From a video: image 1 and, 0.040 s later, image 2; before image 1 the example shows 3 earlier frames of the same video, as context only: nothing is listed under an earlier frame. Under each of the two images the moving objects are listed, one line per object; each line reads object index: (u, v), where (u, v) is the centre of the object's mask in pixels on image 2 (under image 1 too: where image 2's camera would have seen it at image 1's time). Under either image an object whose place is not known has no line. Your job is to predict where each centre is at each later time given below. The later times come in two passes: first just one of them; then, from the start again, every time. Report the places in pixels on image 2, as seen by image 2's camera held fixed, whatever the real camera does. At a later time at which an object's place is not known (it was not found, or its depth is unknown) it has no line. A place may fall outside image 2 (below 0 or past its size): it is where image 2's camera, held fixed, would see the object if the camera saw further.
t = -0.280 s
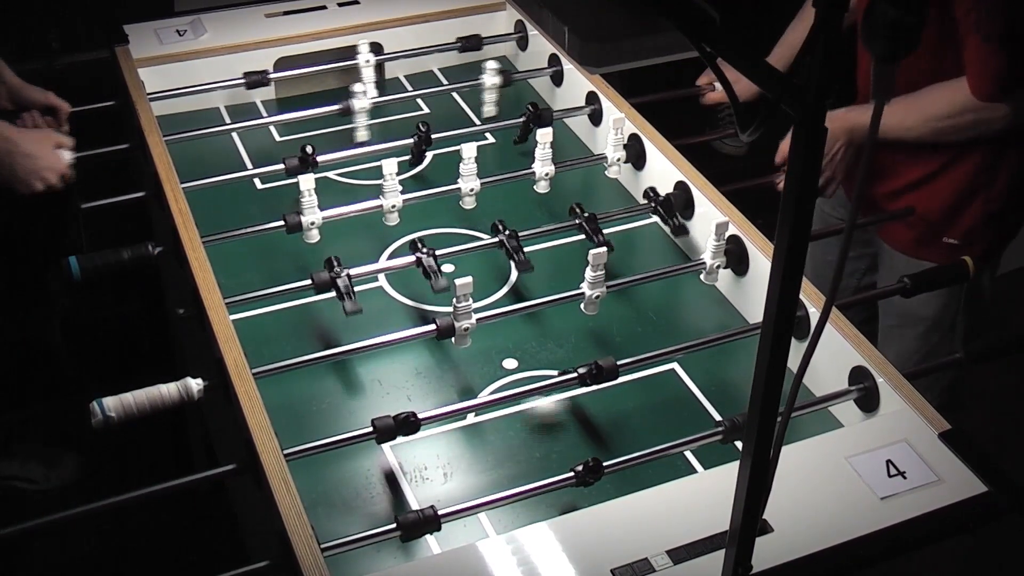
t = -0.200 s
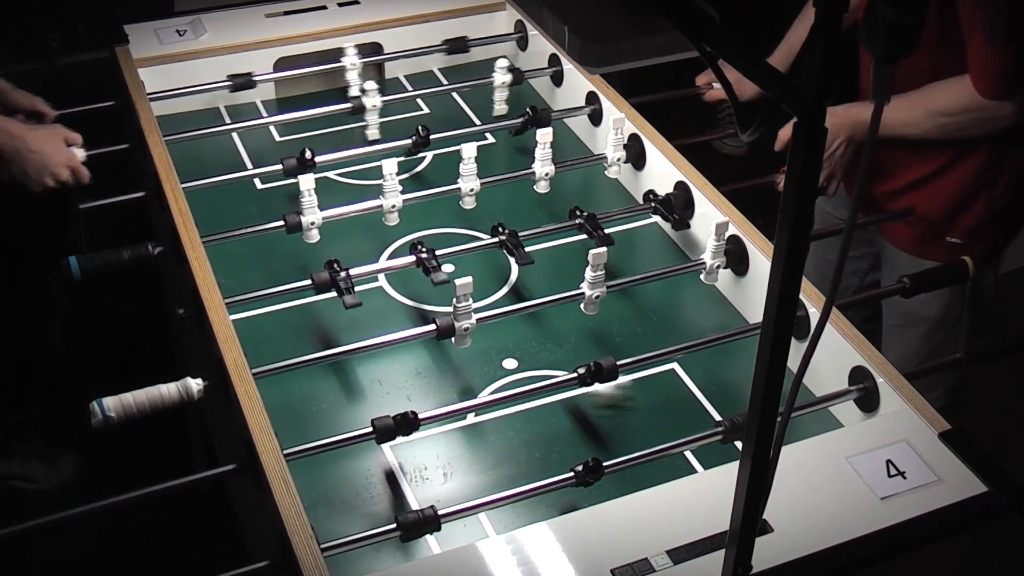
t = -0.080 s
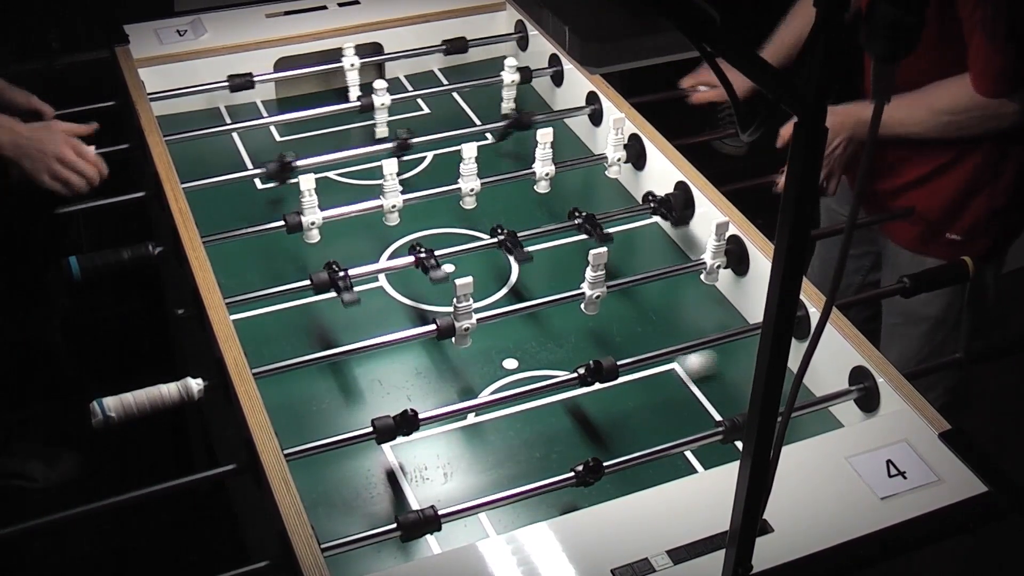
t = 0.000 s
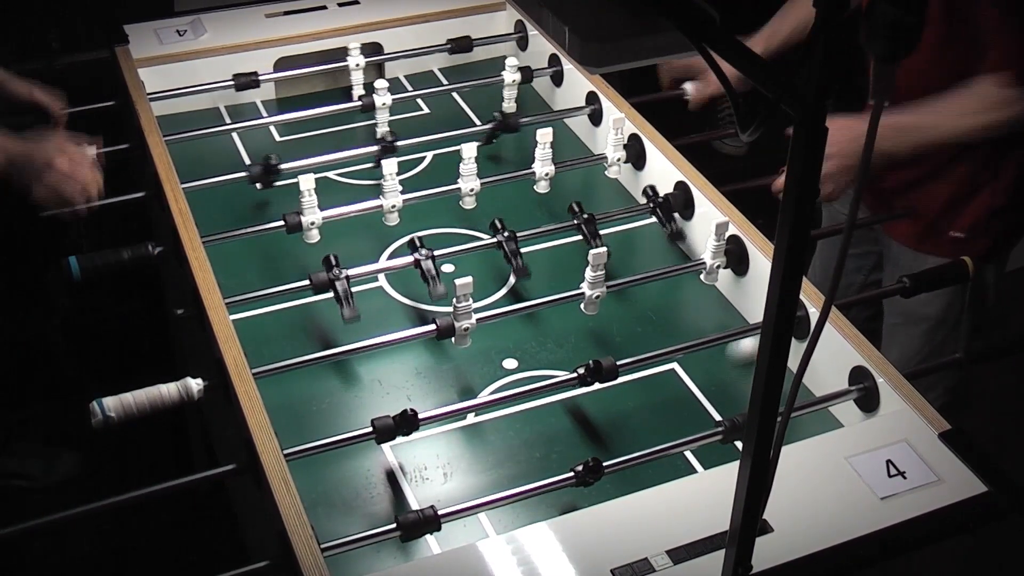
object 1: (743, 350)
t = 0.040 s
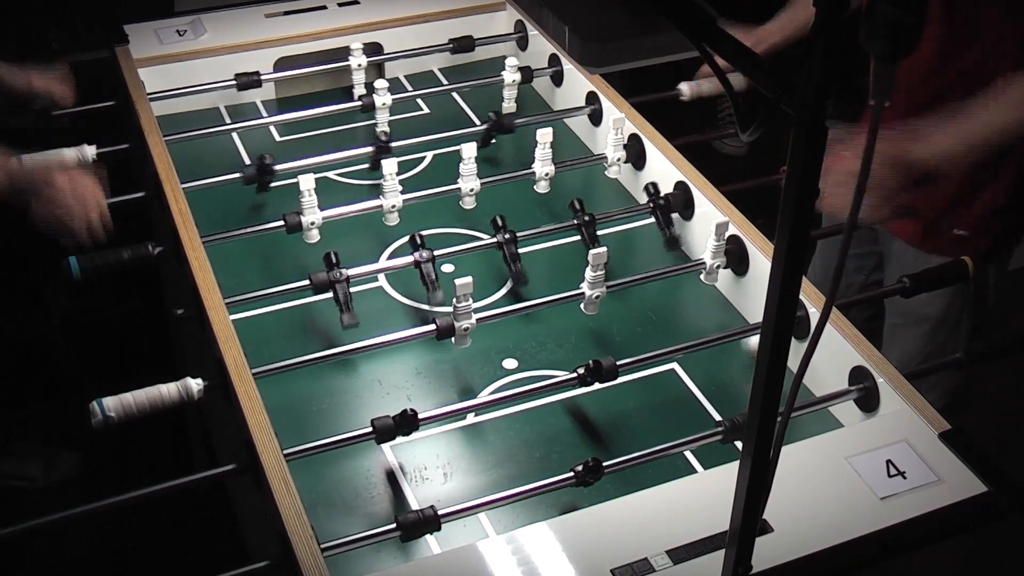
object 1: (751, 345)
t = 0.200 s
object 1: (703, 368)
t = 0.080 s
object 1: (742, 349)
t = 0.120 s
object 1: (726, 358)
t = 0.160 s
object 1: (714, 363)
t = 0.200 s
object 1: (703, 368)
